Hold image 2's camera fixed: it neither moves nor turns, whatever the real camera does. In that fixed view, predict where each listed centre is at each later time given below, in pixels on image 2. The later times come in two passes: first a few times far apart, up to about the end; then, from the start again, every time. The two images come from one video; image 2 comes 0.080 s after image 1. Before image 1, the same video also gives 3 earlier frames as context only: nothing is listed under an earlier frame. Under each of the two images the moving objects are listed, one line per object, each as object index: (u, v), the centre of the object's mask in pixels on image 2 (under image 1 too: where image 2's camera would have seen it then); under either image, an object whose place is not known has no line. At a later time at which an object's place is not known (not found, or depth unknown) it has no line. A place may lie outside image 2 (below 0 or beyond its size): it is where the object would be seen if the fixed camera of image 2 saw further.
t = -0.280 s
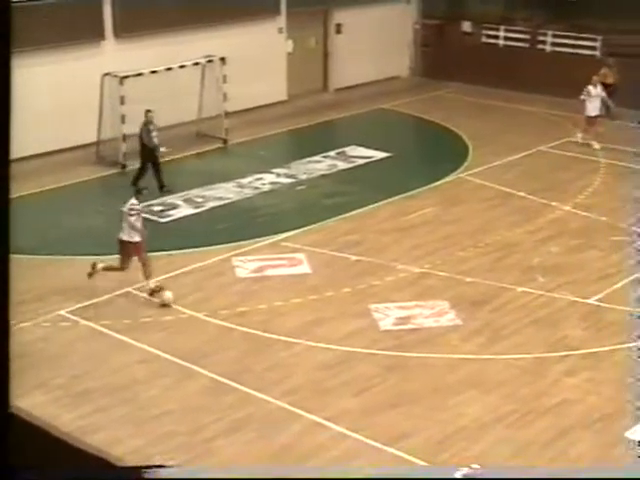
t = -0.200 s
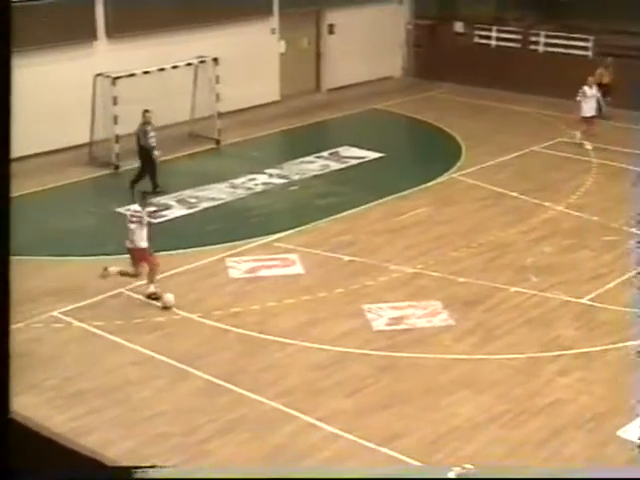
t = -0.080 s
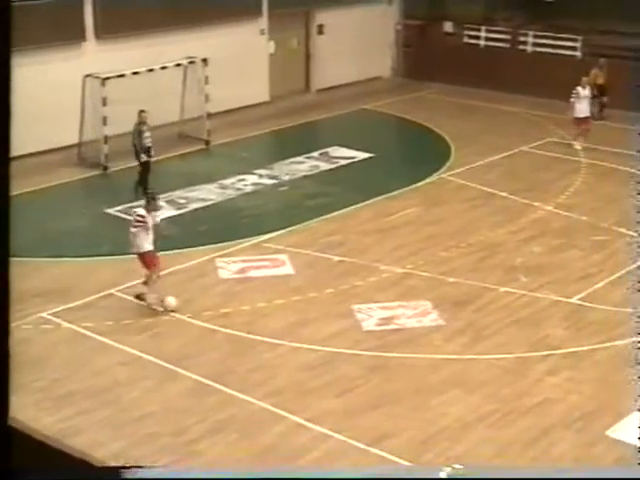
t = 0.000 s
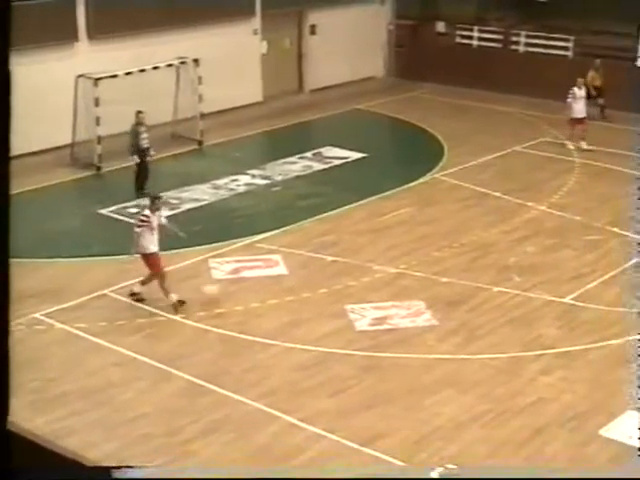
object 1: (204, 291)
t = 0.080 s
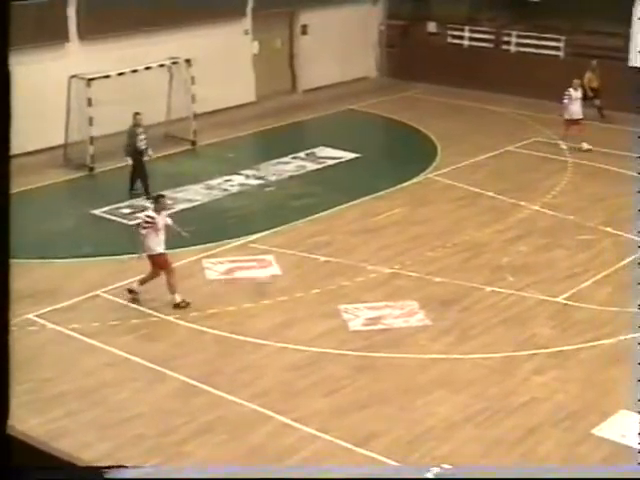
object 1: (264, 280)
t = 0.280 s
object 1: (388, 261)
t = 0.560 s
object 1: (518, 236)
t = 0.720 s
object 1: (578, 221)
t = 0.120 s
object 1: (289, 271)
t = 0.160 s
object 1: (315, 267)
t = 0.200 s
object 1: (339, 264)
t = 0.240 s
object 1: (368, 264)
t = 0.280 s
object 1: (388, 261)
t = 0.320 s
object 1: (408, 252)
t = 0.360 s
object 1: (429, 247)
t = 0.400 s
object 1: (448, 242)
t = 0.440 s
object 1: (467, 240)
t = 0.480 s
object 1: (485, 238)
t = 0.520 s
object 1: (503, 238)
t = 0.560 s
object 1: (518, 236)
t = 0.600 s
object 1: (535, 229)
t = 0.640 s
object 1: (550, 226)
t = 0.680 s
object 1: (564, 224)
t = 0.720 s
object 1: (578, 221)
